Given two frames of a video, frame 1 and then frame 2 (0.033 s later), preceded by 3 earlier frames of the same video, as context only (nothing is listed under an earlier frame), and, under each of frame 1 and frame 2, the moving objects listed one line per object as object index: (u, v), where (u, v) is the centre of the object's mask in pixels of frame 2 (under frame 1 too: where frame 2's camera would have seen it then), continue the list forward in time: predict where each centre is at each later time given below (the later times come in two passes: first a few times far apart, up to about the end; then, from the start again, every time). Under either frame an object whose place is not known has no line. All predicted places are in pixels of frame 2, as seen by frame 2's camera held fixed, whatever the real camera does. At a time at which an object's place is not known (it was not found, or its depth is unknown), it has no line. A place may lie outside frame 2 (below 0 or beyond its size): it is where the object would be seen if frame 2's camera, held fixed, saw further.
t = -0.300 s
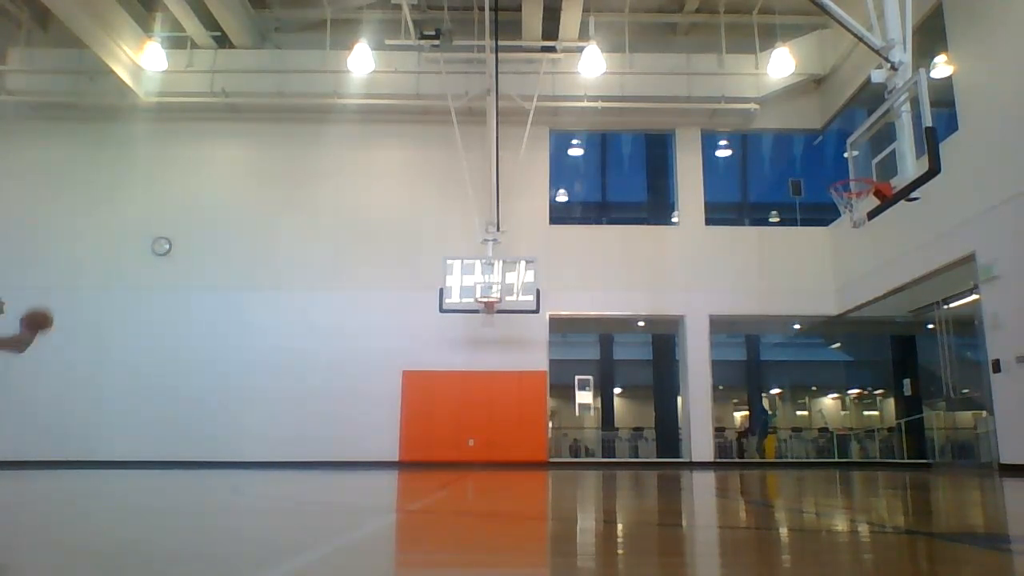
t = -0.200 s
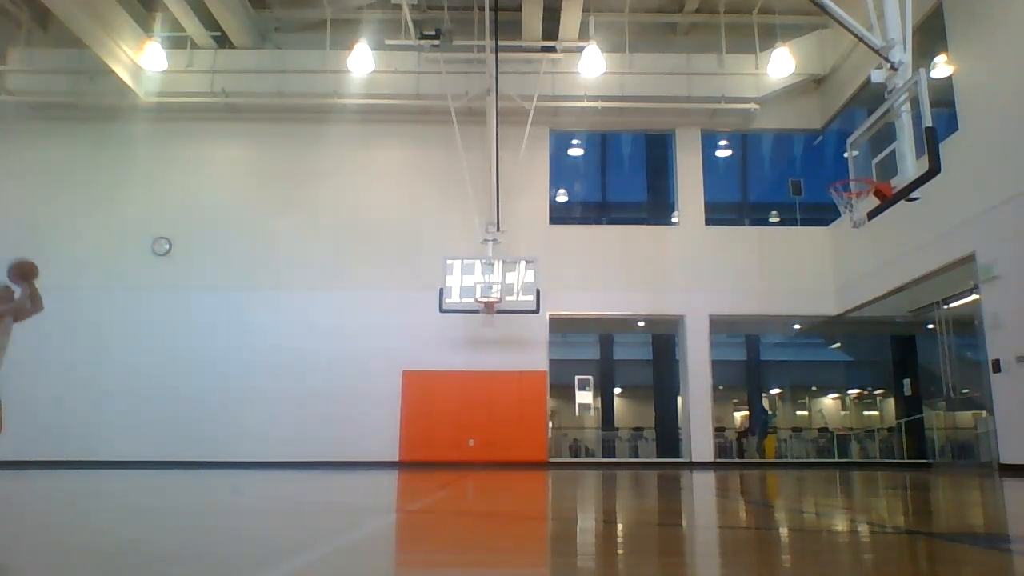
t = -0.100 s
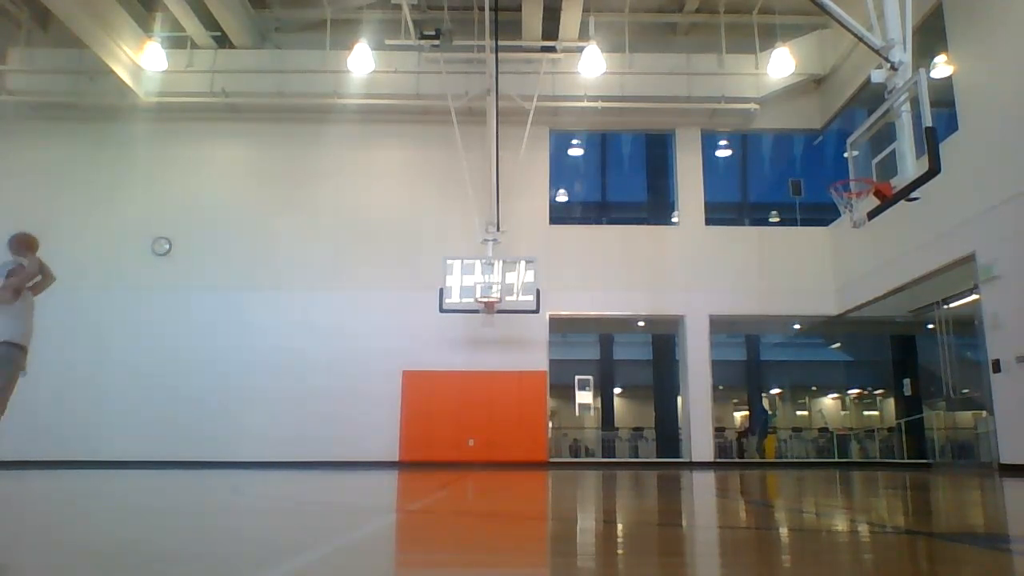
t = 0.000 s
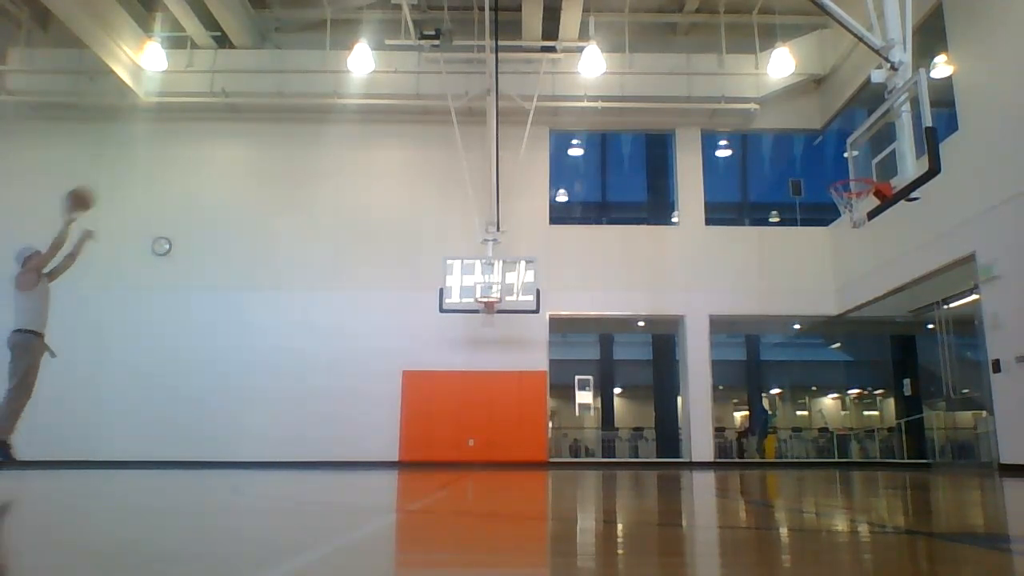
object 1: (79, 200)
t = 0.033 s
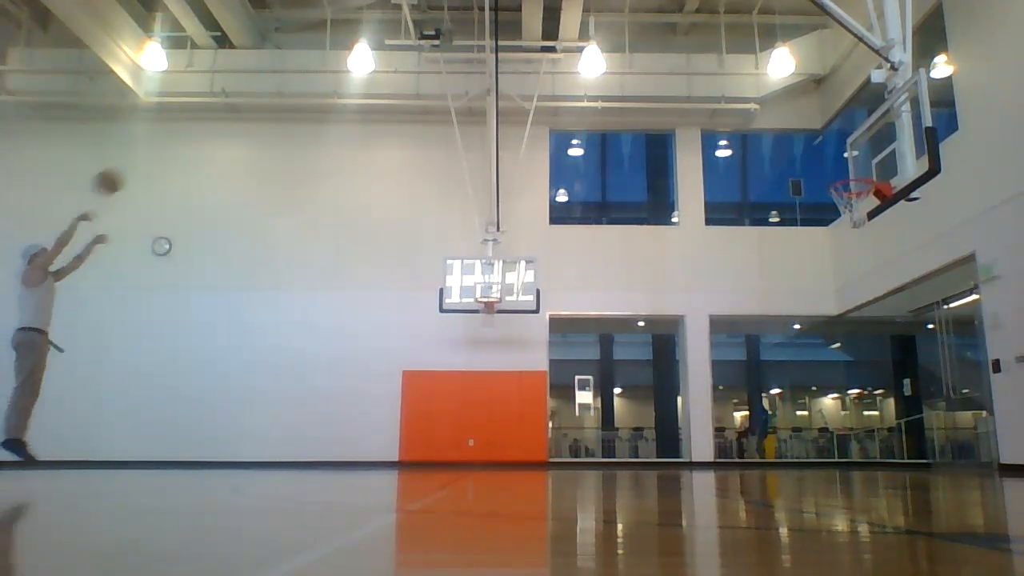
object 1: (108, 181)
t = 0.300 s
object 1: (316, 86)
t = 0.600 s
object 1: (517, 60)
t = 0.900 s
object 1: (700, 109)
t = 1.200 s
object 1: (791, 170)
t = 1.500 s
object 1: (693, 174)
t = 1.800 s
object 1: (610, 246)
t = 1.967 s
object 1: (565, 314)
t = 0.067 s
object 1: (135, 165)
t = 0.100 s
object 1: (164, 150)
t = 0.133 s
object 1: (191, 136)
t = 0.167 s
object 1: (217, 124)
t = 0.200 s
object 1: (242, 112)
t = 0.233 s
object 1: (268, 102)
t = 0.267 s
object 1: (293, 93)
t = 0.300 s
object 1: (316, 86)
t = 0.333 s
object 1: (338, 78)
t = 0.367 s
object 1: (365, 75)
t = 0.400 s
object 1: (388, 68)
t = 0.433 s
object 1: (409, 64)
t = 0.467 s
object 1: (432, 61)
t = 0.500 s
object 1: (453, 59)
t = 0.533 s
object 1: (475, 59)
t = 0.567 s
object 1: (496, 59)
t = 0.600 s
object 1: (517, 60)
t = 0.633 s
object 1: (537, 61)
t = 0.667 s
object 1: (557, 63)
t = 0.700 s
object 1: (577, 67)
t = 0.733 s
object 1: (601, 73)
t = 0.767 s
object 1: (620, 77)
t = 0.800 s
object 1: (640, 83)
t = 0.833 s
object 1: (660, 91)
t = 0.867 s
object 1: (681, 99)
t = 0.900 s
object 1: (700, 109)
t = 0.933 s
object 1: (719, 118)
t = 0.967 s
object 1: (740, 127)
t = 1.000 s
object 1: (760, 140)
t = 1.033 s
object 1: (780, 152)
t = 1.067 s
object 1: (799, 165)
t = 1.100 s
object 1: (819, 179)
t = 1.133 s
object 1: (815, 178)
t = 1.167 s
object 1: (802, 174)
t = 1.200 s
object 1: (791, 170)
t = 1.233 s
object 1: (779, 166)
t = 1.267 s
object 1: (768, 164)
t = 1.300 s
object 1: (756, 163)
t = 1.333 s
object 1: (745, 163)
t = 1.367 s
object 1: (735, 164)
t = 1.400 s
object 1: (724, 166)
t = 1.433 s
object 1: (714, 168)
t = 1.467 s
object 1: (703, 170)
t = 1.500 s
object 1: (693, 174)
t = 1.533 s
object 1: (684, 179)
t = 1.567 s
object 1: (673, 185)
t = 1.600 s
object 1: (664, 191)
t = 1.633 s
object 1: (656, 198)
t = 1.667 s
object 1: (645, 207)
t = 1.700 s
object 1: (637, 215)
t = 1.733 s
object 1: (628, 224)
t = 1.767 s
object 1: (619, 235)
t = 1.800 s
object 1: (610, 246)
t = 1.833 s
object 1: (601, 258)
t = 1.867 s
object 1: (592, 271)
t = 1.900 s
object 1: (583, 285)
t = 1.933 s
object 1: (574, 299)
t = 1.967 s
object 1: (565, 314)
